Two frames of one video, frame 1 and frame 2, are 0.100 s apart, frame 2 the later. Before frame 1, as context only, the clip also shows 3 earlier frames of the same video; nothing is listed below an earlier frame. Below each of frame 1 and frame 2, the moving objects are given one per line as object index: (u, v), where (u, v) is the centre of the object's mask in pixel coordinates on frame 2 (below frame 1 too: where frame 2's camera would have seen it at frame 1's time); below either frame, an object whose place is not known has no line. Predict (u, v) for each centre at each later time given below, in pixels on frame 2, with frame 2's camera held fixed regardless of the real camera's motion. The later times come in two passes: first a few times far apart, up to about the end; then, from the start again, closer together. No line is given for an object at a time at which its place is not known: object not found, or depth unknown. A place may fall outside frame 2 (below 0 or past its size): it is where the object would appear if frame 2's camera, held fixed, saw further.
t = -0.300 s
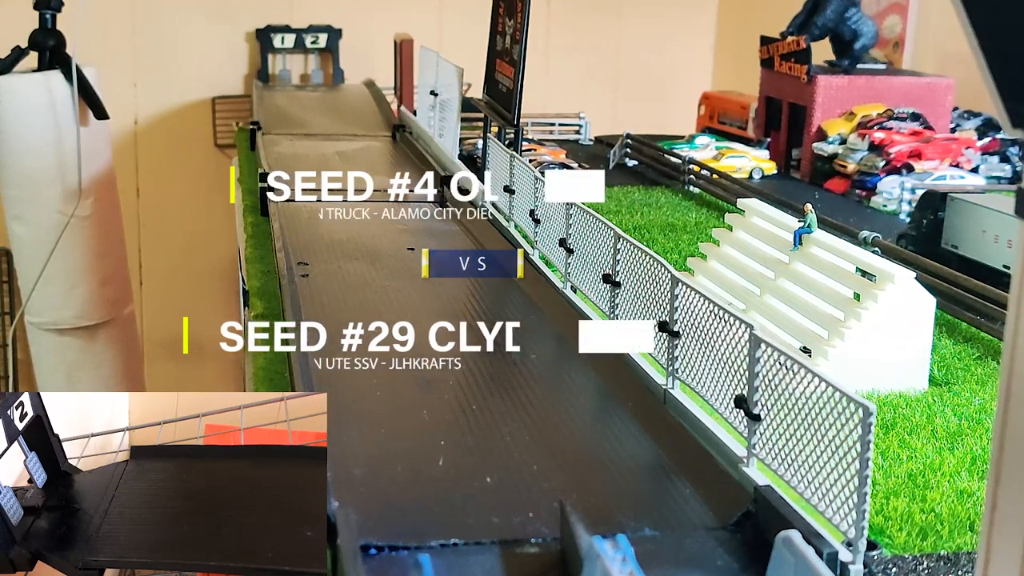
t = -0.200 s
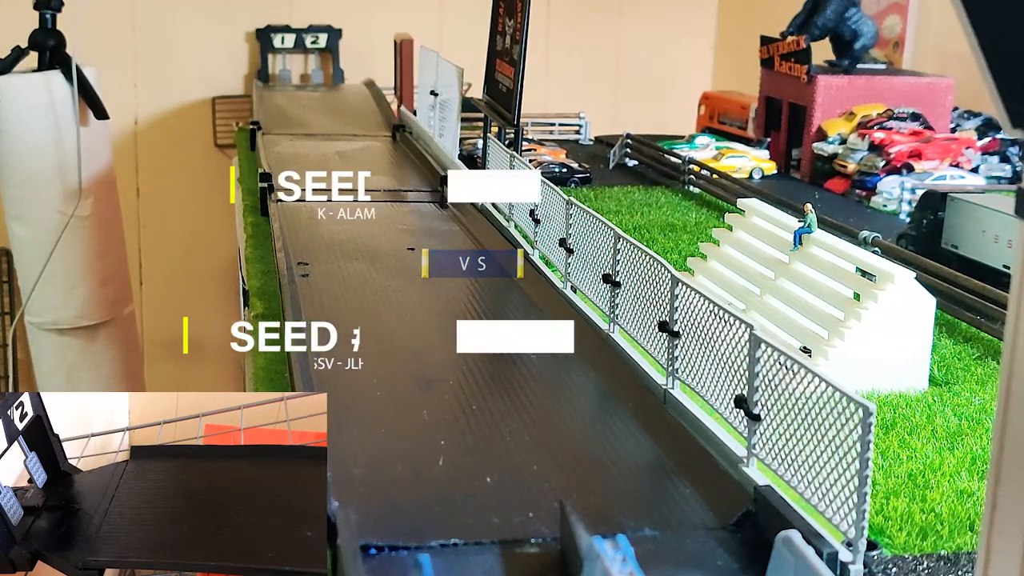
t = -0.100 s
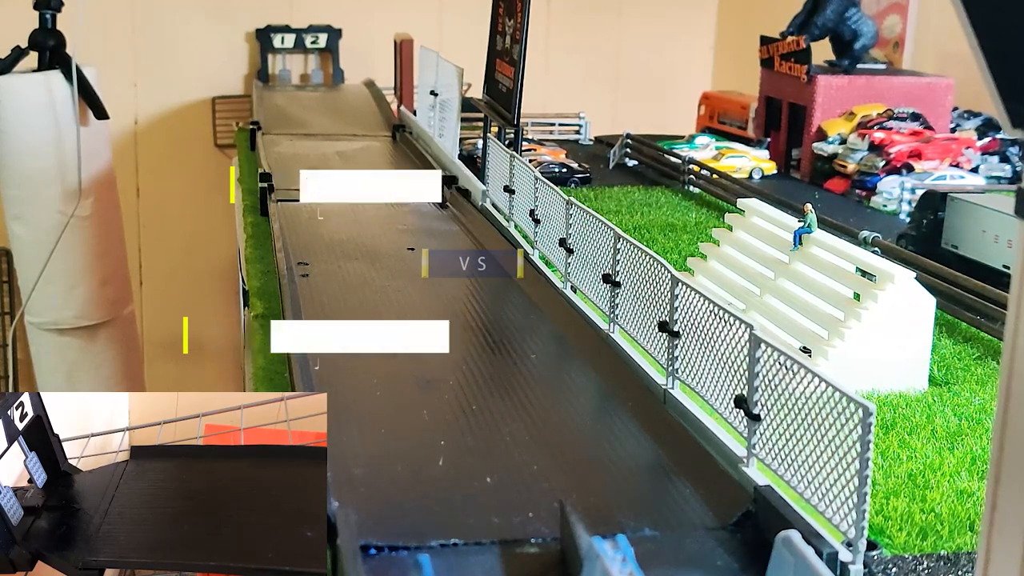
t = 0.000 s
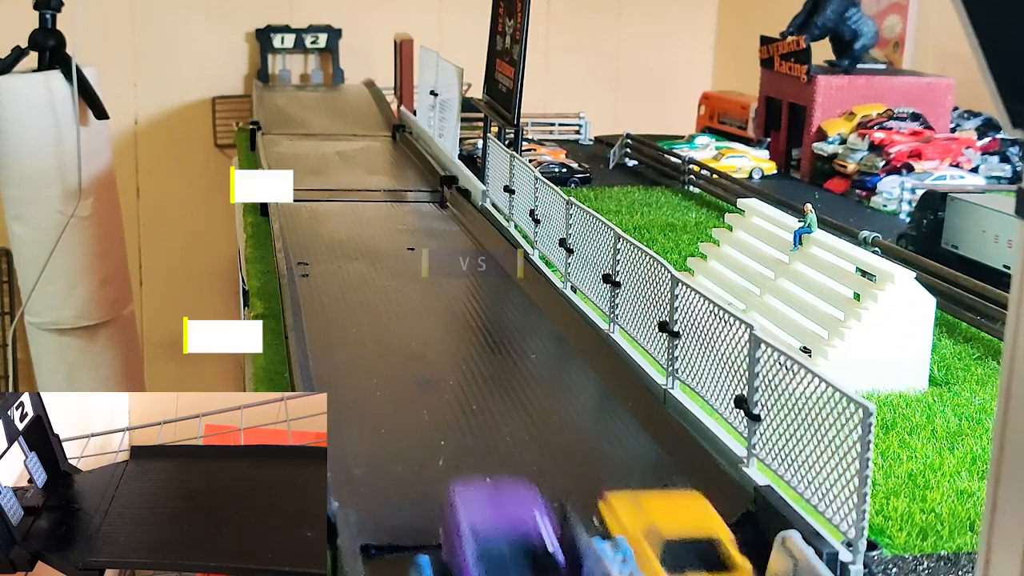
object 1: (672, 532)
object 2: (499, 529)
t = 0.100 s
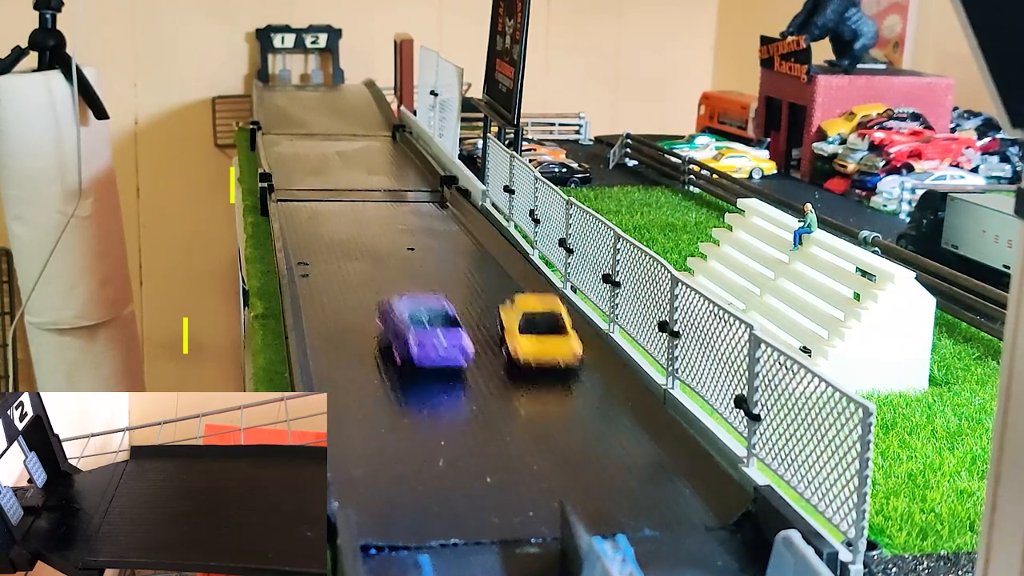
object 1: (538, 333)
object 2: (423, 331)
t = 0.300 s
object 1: (426, 171)
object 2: (303, 171)
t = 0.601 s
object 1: (344, 93)
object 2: (286, 78)
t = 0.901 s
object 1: (294, 78)
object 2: (295, 71)
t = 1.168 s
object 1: (286, 81)
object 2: (302, 72)
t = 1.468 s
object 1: (286, 81)
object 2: (302, 72)
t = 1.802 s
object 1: (286, 81)
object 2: (301, 72)
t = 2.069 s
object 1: (286, 81)
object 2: (301, 72)
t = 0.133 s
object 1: (518, 290)
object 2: (398, 289)
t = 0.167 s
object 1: (496, 253)
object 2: (371, 256)
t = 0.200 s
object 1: (478, 226)
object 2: (347, 230)
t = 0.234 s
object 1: (461, 205)
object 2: (327, 207)
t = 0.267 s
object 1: (443, 187)
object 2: (311, 187)
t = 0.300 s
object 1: (426, 171)
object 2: (303, 171)
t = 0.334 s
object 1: (411, 158)
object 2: (297, 153)
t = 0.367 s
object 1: (402, 146)
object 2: (293, 144)
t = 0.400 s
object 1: (395, 137)
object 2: (289, 131)
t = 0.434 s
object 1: (384, 123)
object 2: (289, 123)
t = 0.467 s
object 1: (373, 115)
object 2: (289, 111)
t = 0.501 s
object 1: (364, 116)
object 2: (289, 102)
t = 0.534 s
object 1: (358, 104)
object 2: (288, 93)
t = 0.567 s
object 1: (352, 98)
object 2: (286, 84)
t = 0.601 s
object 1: (344, 93)
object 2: (286, 78)
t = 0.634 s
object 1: (336, 87)
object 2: (286, 75)
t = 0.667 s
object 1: (330, 81)
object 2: (286, 75)
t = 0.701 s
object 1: (323, 78)
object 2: (287, 74)
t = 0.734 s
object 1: (318, 76)
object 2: (289, 76)
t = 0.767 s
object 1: (311, 75)
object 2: (284, 76)
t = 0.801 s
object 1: (306, 76)
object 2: (284, 75)
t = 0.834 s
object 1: (302, 77)
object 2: (283, 74)
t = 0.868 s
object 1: (298, 77)
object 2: (282, 74)
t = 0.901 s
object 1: (294, 78)
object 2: (295, 71)
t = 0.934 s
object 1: (292, 79)
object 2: (298, 70)
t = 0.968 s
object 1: (291, 80)
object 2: (296, 72)
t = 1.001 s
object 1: (289, 80)
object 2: (300, 71)
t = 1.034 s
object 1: (287, 81)
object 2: (301, 71)
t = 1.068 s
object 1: (287, 80)
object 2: (301, 72)
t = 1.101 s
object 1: (287, 81)
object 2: (302, 72)
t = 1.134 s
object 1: (286, 81)
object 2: (302, 72)
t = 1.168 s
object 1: (286, 81)
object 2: (302, 72)
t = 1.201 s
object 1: (286, 81)
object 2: (302, 72)
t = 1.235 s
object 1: (286, 81)
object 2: (302, 72)
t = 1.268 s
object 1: (286, 81)
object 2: (302, 72)
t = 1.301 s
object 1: (286, 81)
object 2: (302, 72)
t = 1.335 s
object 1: (286, 81)
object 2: (302, 72)
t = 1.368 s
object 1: (286, 81)
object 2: (301, 72)
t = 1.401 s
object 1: (286, 81)
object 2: (302, 72)
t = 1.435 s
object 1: (286, 81)
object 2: (301, 73)
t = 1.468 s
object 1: (286, 81)
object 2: (302, 72)
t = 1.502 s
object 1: (286, 81)
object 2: (301, 72)
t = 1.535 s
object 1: (286, 81)
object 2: (301, 72)
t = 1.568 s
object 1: (286, 81)
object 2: (301, 72)
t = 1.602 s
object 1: (286, 81)
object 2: (301, 72)
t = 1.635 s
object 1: (286, 81)
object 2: (301, 72)
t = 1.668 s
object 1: (286, 81)
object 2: (301, 72)
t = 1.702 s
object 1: (286, 81)
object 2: (301, 72)
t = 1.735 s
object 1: (286, 81)
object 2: (301, 72)
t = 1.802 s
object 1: (286, 81)
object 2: (301, 72)
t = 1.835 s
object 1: (286, 81)
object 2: (301, 72)
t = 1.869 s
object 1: (286, 81)
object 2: (301, 72)
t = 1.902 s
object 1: (286, 81)
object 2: (301, 72)
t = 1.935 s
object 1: (286, 81)
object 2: (301, 72)
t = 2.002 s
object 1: (286, 81)
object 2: (301, 72)
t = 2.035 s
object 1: (286, 81)
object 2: (301, 72)
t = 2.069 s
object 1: (286, 81)
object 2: (301, 72)
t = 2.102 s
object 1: (286, 81)
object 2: (301, 72)
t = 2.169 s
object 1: (286, 81)
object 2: (301, 72)
